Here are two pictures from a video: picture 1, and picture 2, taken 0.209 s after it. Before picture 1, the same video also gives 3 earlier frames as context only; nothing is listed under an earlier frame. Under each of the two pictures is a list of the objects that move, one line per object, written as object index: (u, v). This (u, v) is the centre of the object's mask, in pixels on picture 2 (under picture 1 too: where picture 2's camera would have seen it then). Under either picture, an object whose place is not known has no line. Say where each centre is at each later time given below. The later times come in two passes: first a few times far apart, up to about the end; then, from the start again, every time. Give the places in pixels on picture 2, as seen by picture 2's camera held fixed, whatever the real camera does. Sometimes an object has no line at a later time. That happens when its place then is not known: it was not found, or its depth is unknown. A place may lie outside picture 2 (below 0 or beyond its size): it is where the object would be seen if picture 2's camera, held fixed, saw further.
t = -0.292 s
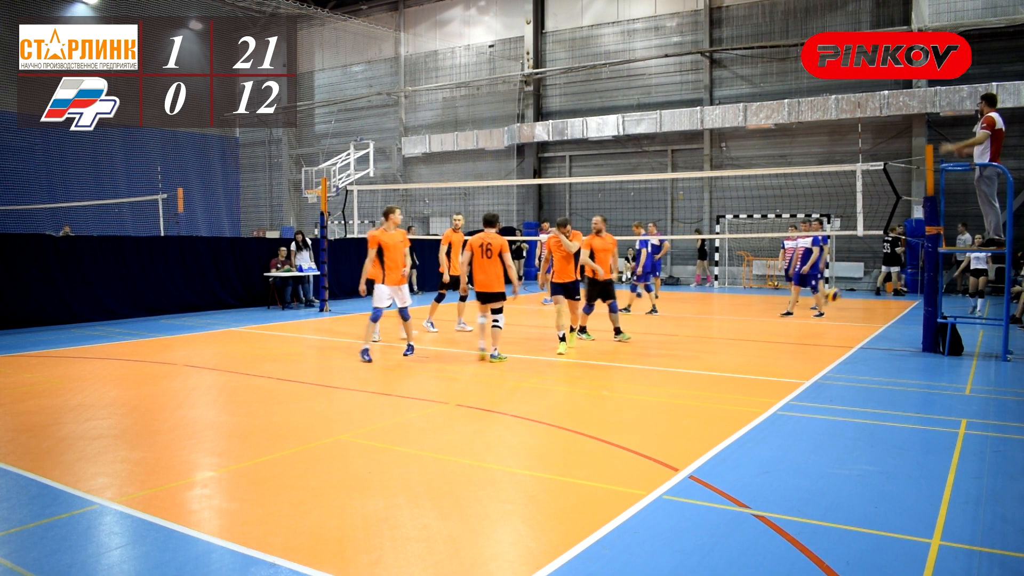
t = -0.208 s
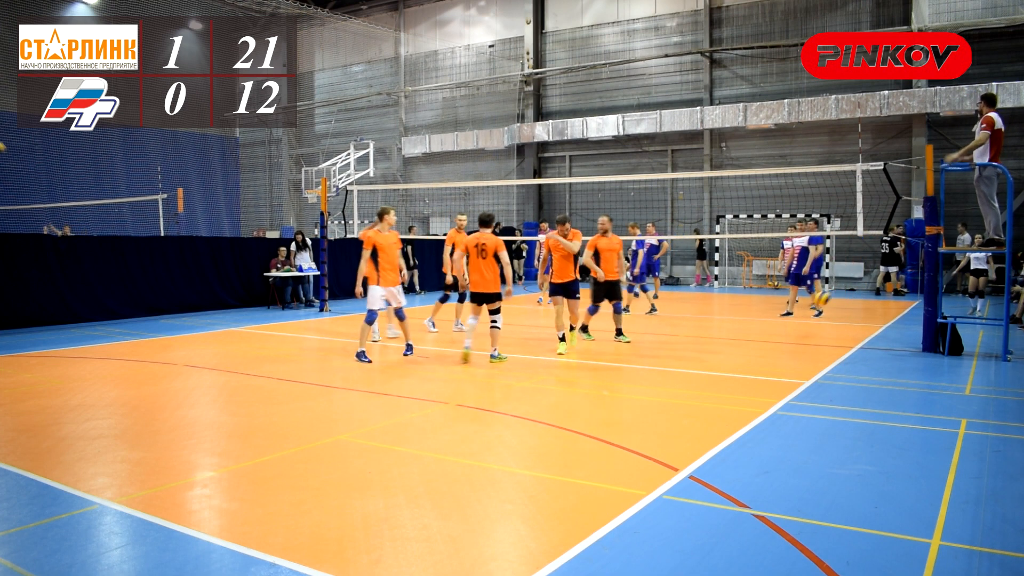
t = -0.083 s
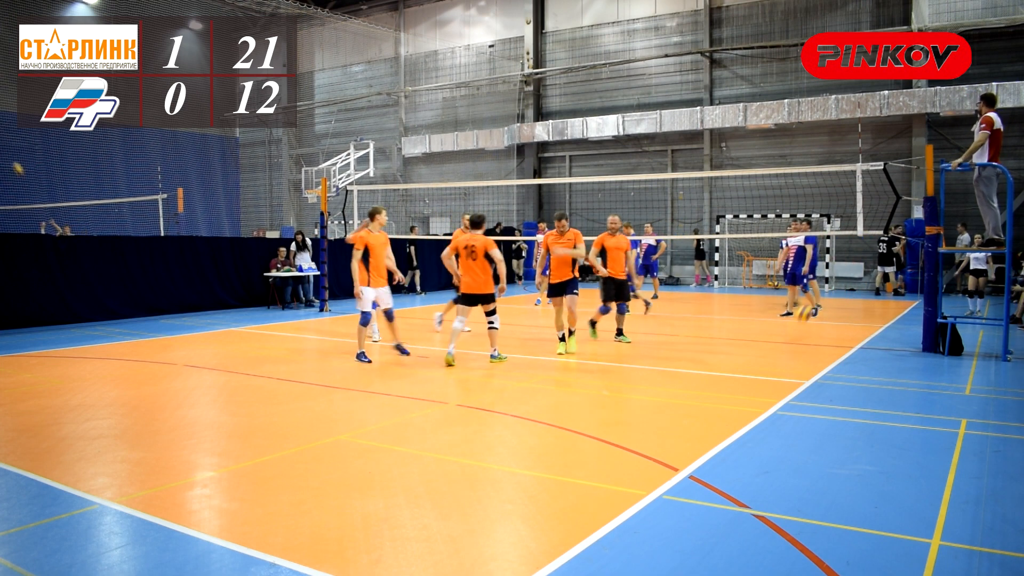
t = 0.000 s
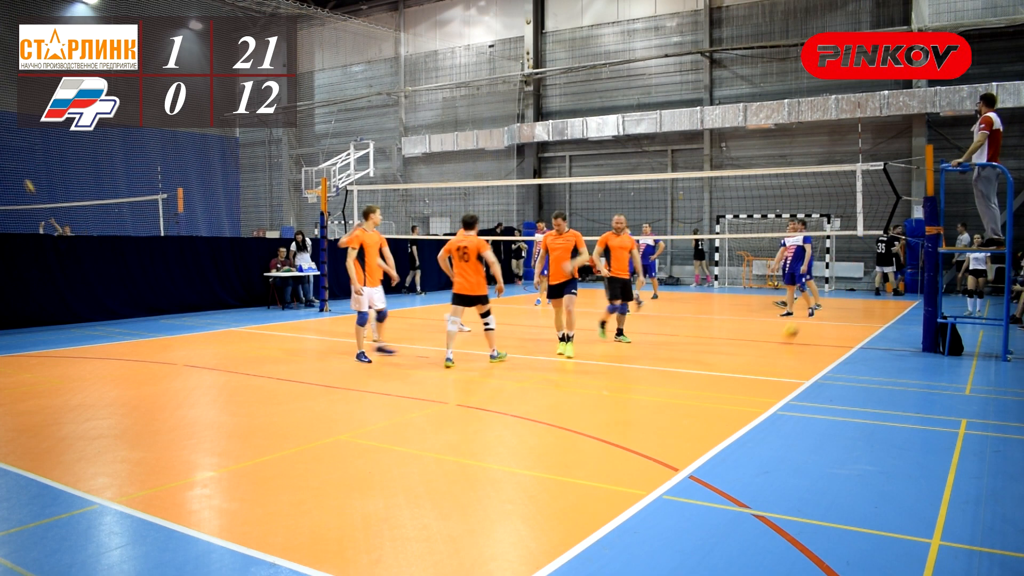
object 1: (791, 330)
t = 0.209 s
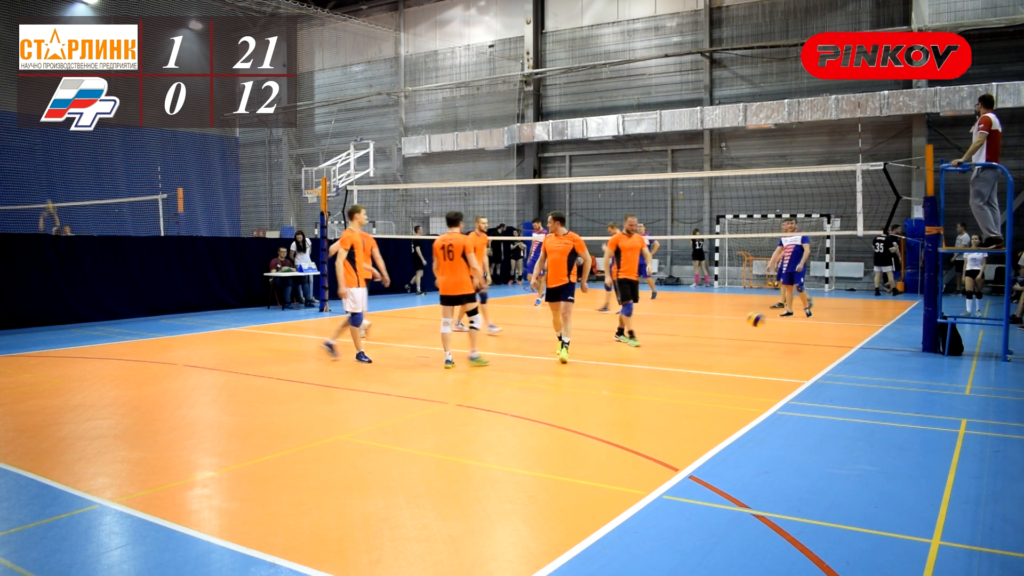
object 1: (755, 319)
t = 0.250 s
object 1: (748, 318)
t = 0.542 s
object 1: (690, 353)
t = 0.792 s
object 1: (633, 343)
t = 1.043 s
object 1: (565, 378)
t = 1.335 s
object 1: (472, 385)
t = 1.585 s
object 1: (372, 397)
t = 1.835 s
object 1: (253, 425)
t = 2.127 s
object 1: (82, 455)
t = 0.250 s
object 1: (748, 318)
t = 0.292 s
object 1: (740, 318)
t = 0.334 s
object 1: (733, 320)
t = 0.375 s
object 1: (725, 323)
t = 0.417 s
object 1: (717, 327)
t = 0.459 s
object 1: (709, 334)
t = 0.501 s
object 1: (700, 342)
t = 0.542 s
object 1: (690, 353)
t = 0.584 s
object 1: (682, 355)
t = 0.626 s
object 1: (671, 349)
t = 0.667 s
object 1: (663, 345)
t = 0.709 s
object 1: (653, 343)
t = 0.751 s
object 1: (644, 343)
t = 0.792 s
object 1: (633, 343)
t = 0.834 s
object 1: (623, 345)
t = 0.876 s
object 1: (612, 350)
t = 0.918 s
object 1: (601, 355)
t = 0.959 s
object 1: (589, 365)
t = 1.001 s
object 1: (578, 375)
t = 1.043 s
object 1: (565, 378)
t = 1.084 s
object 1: (552, 375)
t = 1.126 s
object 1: (542, 370)
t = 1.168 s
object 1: (528, 370)
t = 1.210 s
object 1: (513, 370)
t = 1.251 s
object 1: (499, 374)
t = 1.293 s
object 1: (486, 378)
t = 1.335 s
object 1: (472, 385)
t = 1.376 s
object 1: (456, 395)
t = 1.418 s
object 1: (440, 402)
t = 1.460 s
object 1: (423, 397)
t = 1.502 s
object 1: (407, 395)
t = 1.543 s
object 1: (390, 395)
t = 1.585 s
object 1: (372, 397)
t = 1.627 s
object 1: (354, 402)
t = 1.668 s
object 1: (337, 408)
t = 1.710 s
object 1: (316, 420)
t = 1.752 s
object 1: (297, 430)
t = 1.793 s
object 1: (276, 428)
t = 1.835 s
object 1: (253, 425)
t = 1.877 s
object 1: (232, 427)
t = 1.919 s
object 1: (210, 431)
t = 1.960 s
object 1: (186, 437)
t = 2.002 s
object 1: (163, 445)
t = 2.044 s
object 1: (138, 458)
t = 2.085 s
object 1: (112, 457)
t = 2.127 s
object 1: (82, 455)
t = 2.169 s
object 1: (55, 457)
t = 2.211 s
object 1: (30, 461)
